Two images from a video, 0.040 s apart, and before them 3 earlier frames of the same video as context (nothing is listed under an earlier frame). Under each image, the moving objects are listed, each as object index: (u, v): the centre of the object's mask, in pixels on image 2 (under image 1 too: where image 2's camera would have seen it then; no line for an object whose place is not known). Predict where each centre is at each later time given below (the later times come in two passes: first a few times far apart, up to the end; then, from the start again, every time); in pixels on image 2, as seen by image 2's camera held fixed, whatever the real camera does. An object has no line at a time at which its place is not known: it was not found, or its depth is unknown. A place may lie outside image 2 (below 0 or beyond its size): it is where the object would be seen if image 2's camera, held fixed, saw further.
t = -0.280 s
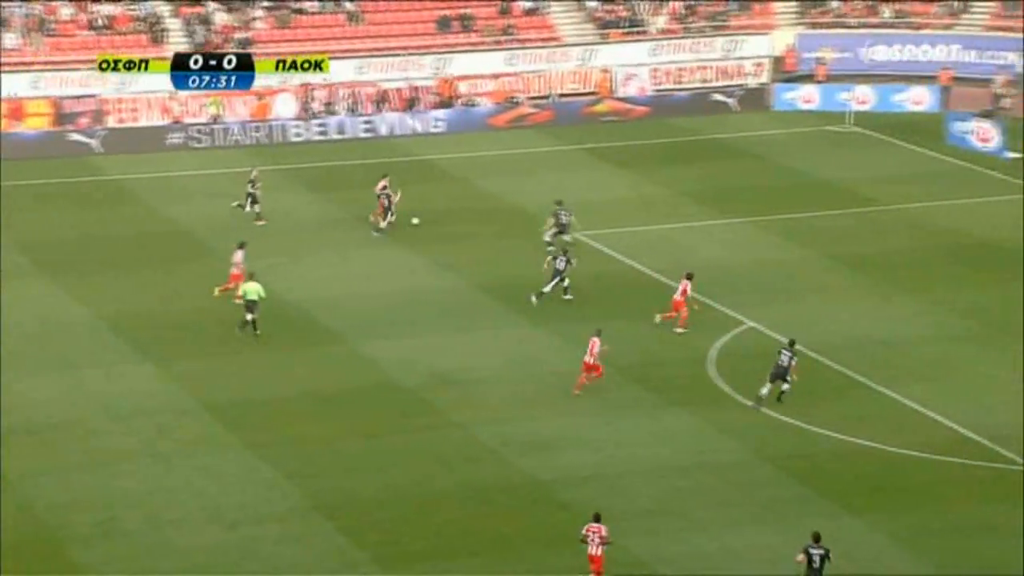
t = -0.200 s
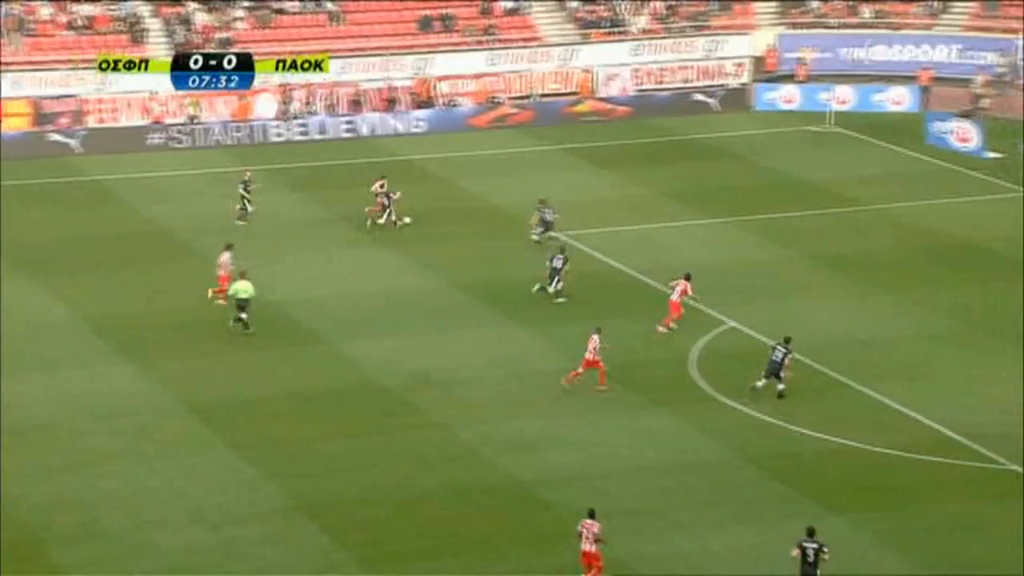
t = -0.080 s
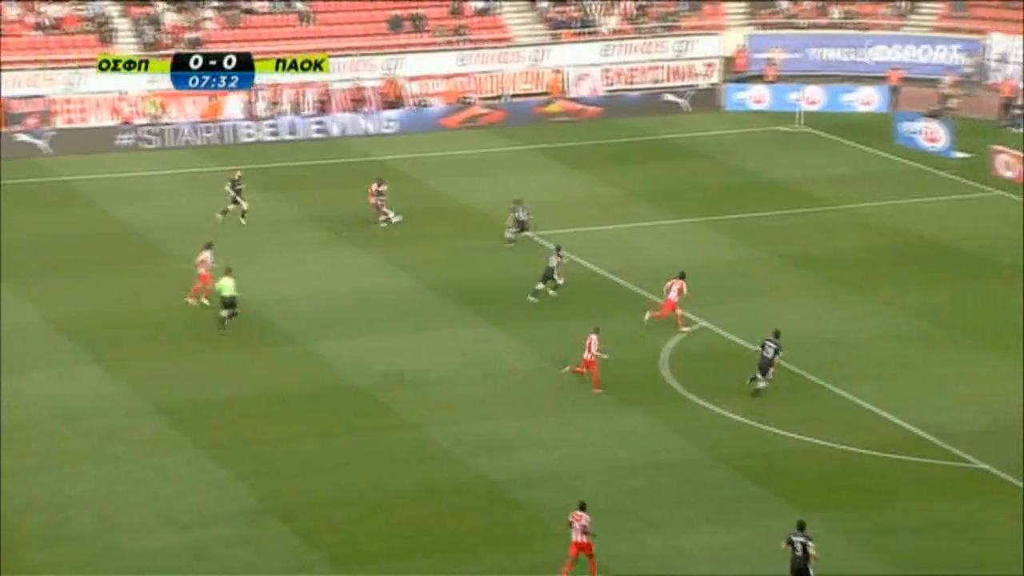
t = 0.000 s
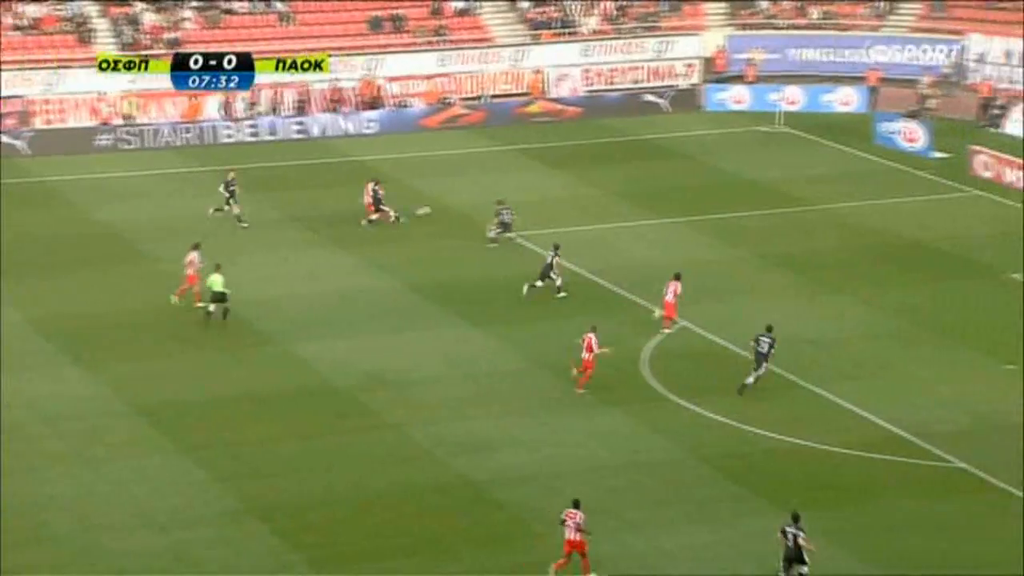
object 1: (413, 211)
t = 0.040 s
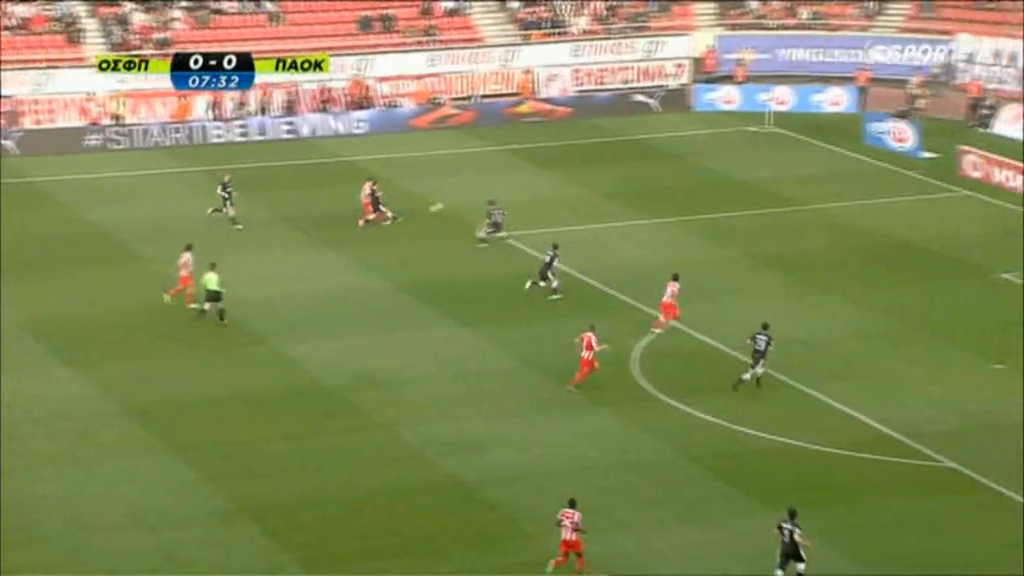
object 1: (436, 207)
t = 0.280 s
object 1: (569, 197)
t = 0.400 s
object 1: (633, 199)
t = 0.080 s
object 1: (459, 204)
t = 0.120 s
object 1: (480, 202)
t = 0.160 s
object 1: (505, 200)
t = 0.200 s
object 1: (526, 198)
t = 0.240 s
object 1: (547, 198)
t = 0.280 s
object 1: (569, 197)
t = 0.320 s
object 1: (590, 197)
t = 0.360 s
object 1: (611, 198)
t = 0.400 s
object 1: (633, 199)
